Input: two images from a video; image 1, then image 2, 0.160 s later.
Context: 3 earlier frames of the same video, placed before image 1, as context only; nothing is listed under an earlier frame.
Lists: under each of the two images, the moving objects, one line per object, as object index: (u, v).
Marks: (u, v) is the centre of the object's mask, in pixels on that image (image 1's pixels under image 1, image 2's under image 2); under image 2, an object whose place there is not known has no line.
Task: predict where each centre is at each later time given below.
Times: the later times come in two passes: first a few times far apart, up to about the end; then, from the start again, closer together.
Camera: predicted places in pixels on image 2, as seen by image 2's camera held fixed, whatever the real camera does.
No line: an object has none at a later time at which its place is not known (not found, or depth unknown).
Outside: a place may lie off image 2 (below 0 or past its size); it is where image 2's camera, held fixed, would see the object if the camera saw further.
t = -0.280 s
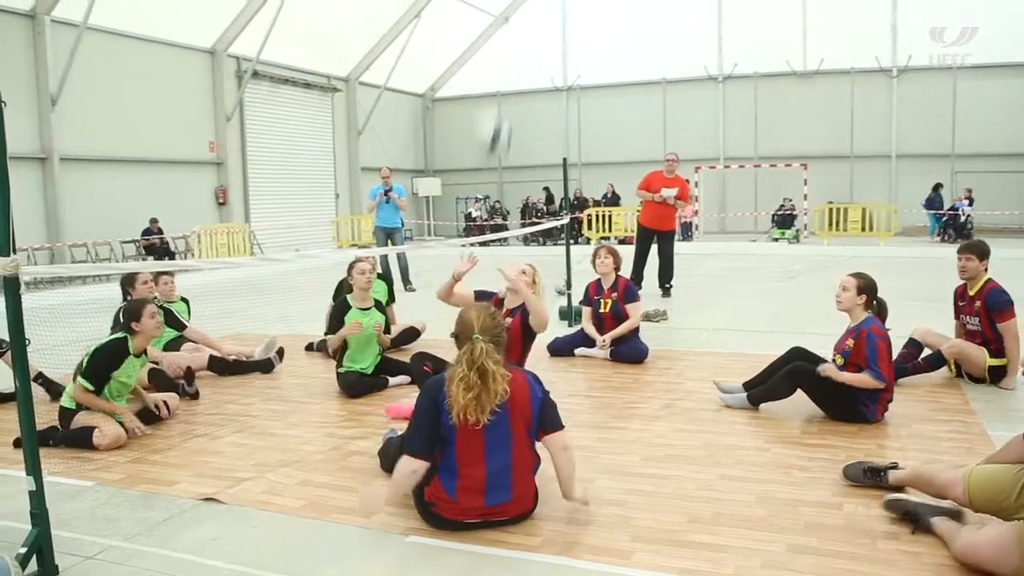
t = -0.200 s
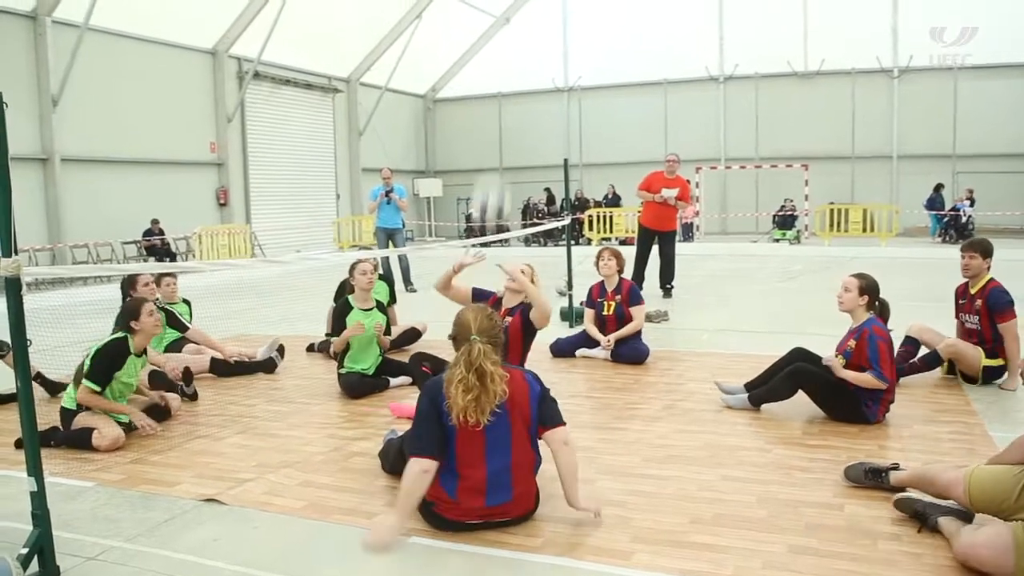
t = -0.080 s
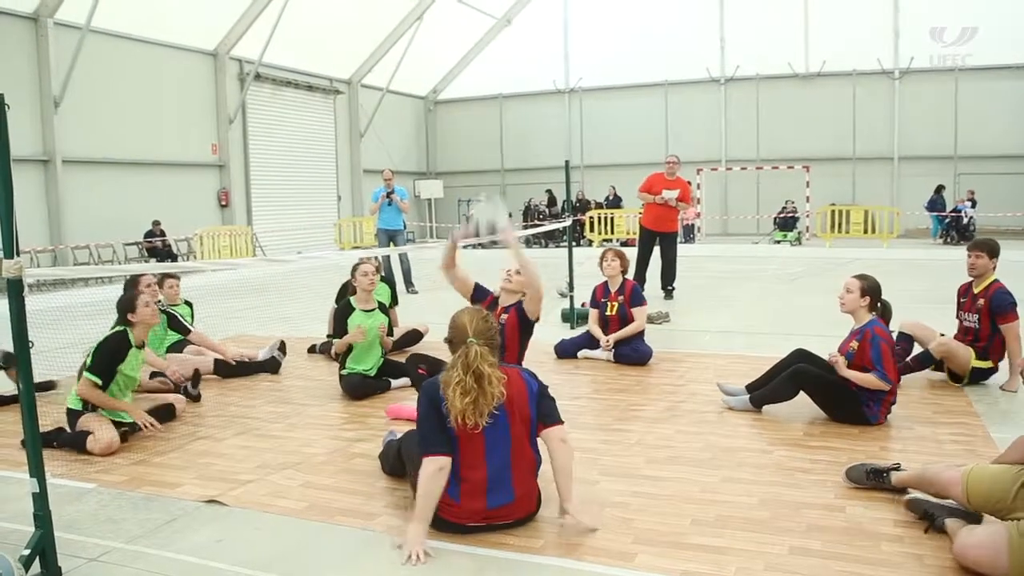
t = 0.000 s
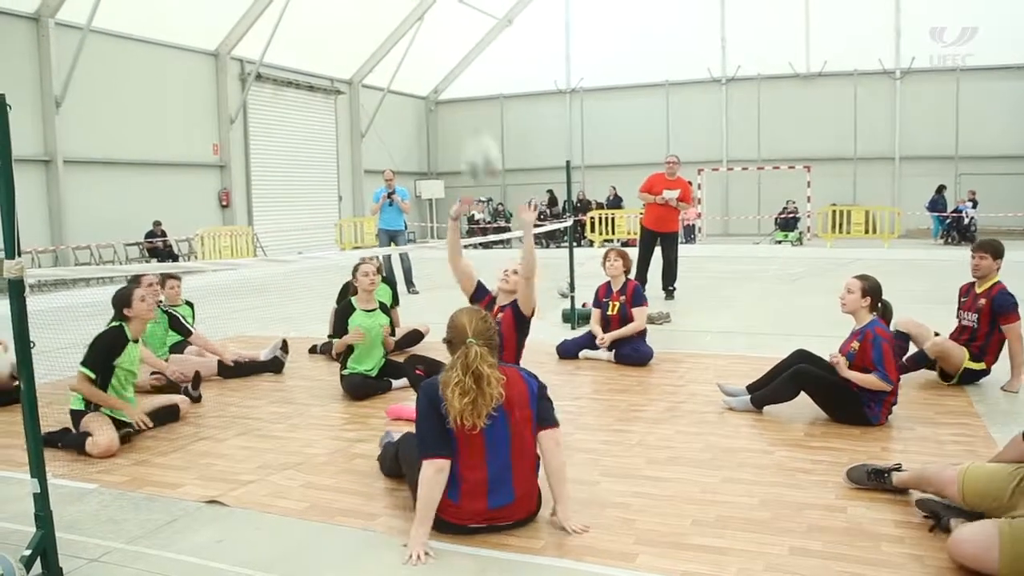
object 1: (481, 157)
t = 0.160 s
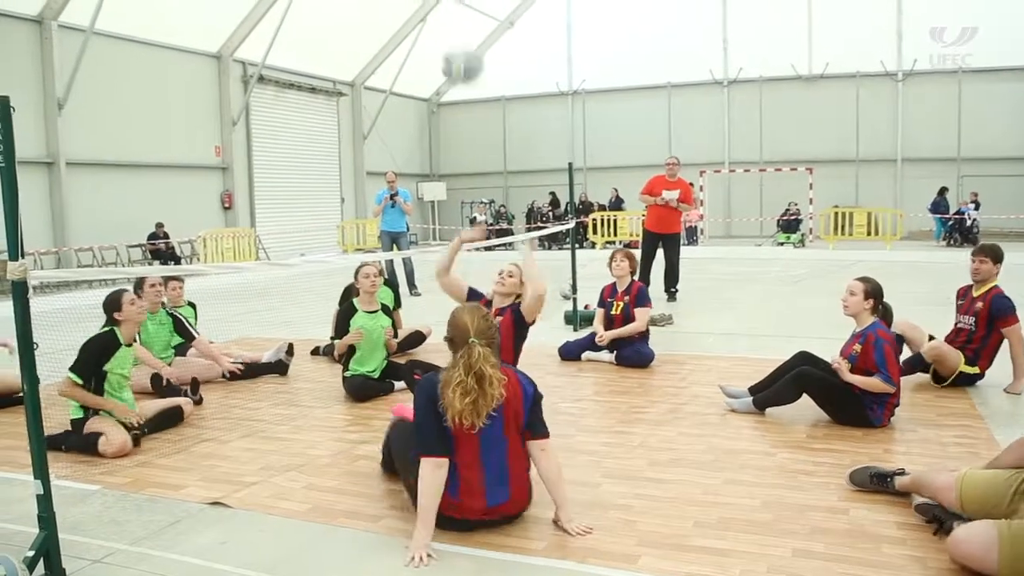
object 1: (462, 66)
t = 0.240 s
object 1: (452, 32)
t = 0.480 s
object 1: (421, 13)
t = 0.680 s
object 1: (395, 94)
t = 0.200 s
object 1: (458, 47)
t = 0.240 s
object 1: (452, 32)
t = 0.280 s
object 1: (446, 19)
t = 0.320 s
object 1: (442, 14)
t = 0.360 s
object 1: (436, 12)
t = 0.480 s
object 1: (421, 13)
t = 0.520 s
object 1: (416, 17)
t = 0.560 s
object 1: (410, 27)
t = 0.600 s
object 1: (405, 44)
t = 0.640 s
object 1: (401, 68)
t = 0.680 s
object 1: (395, 94)
